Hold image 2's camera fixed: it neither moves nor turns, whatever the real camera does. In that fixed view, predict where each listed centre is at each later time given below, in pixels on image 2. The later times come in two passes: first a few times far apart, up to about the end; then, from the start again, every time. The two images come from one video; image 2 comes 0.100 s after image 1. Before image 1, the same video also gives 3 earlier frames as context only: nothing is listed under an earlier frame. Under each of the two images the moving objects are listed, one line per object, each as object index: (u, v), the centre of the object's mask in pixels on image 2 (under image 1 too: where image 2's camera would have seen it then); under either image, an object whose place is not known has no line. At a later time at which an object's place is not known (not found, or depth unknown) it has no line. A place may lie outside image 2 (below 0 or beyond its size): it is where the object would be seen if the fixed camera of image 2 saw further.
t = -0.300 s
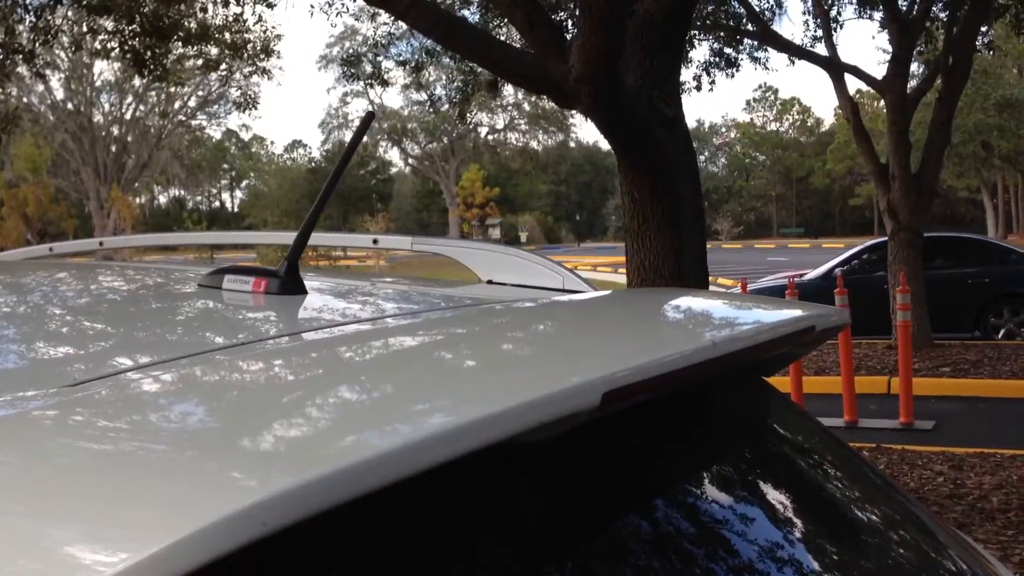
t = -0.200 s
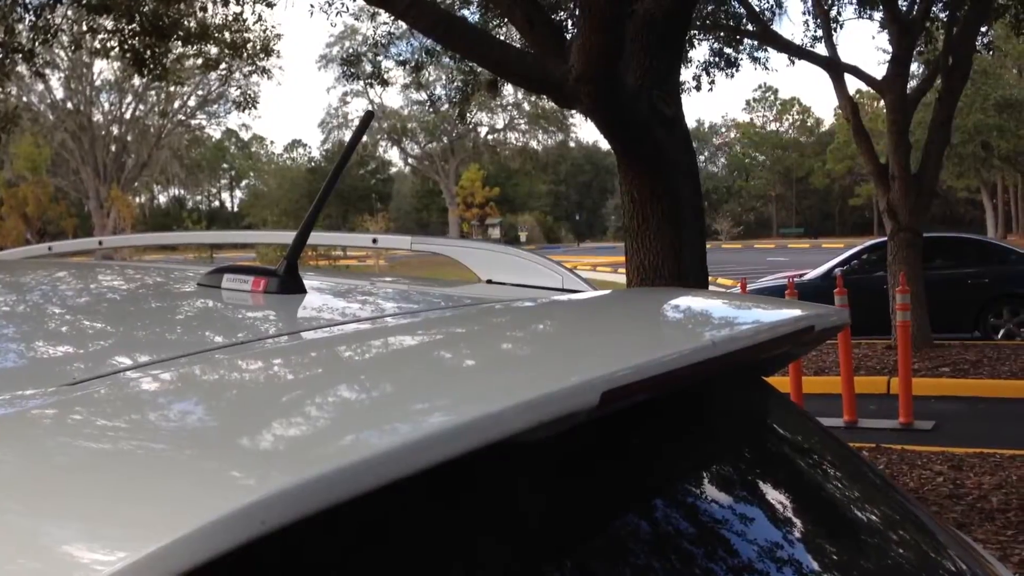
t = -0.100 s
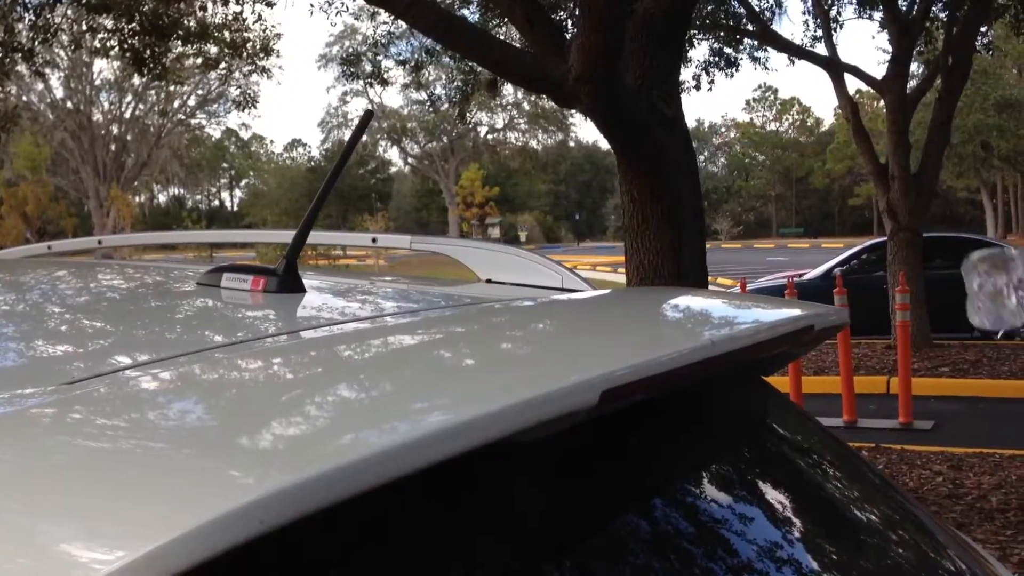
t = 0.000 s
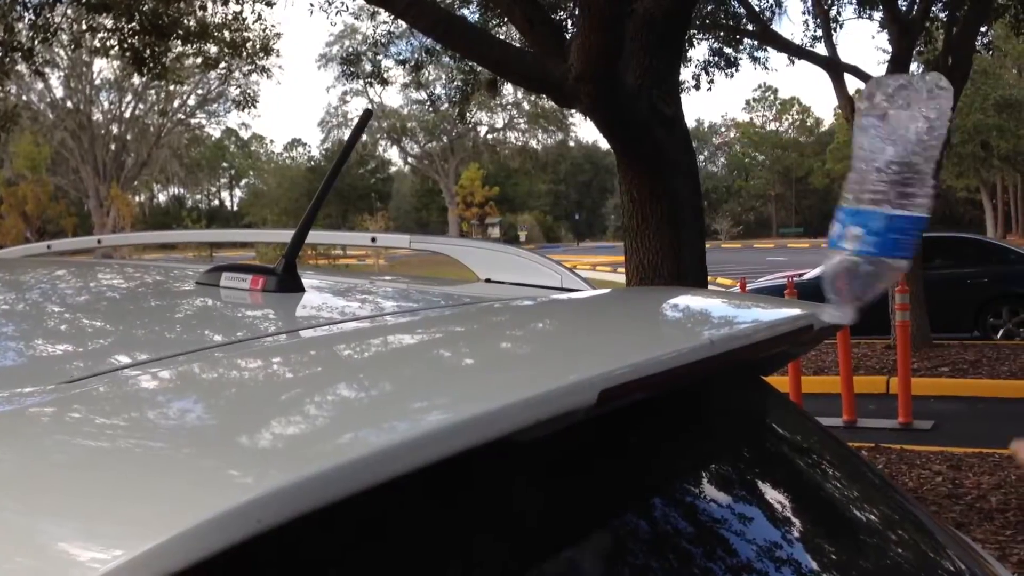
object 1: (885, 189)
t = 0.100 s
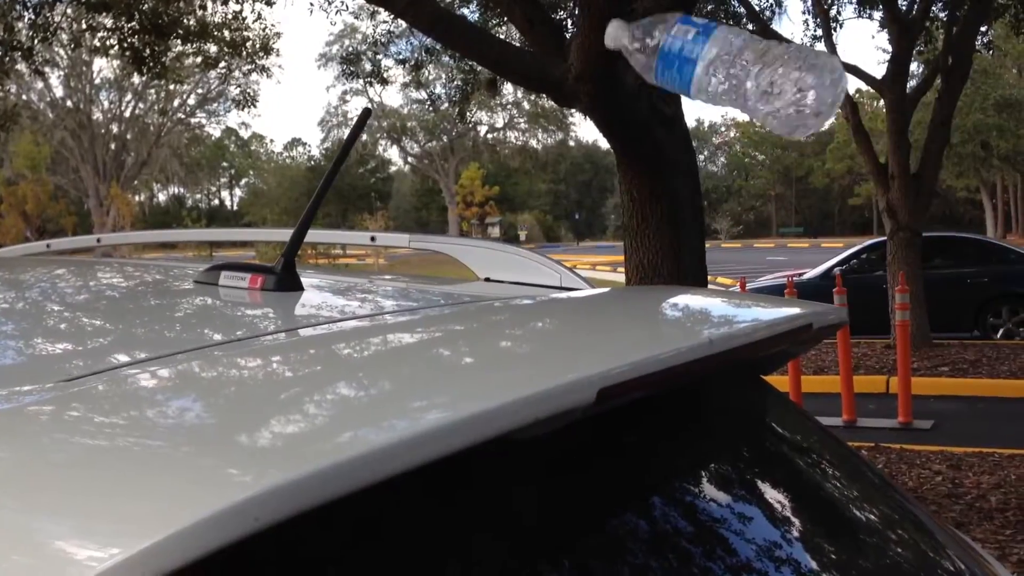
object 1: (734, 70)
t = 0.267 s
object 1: (650, 202)
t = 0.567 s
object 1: (597, 197)
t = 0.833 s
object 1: (613, 198)
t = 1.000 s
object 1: (609, 197)
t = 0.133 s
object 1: (725, 77)
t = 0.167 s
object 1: (703, 97)
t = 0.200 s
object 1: (681, 127)
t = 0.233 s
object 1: (660, 186)
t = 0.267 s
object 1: (650, 202)
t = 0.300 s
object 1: (637, 199)
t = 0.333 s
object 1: (631, 197)
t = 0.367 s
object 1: (626, 197)
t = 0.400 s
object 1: (623, 197)
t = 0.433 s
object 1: (620, 197)
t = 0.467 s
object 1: (617, 197)
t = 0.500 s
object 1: (611, 198)
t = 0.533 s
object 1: (600, 197)
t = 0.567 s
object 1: (597, 197)
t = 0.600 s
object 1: (604, 197)
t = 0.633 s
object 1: (609, 198)
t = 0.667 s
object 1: (614, 198)
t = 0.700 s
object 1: (616, 199)
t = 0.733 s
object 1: (614, 199)
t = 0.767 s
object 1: (614, 198)
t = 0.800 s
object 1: (613, 198)
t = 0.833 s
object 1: (613, 198)
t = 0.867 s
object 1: (613, 198)
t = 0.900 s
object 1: (612, 198)
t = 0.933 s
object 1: (611, 197)
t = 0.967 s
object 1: (610, 197)
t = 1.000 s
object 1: (609, 197)
